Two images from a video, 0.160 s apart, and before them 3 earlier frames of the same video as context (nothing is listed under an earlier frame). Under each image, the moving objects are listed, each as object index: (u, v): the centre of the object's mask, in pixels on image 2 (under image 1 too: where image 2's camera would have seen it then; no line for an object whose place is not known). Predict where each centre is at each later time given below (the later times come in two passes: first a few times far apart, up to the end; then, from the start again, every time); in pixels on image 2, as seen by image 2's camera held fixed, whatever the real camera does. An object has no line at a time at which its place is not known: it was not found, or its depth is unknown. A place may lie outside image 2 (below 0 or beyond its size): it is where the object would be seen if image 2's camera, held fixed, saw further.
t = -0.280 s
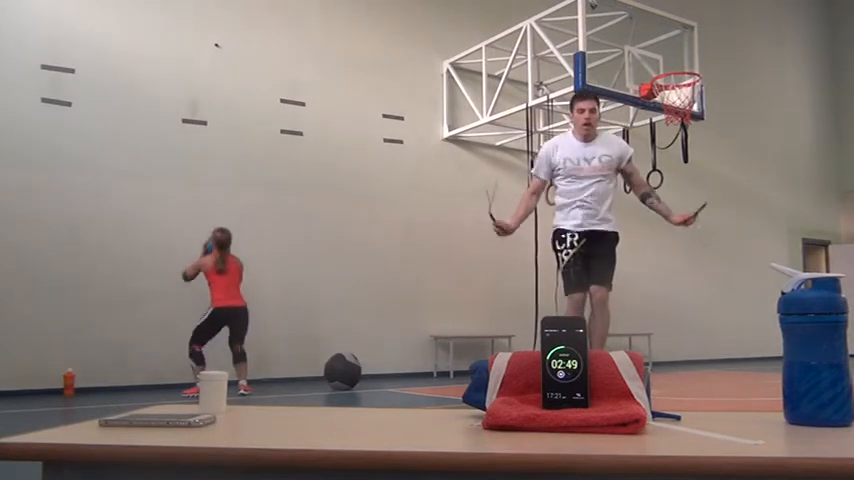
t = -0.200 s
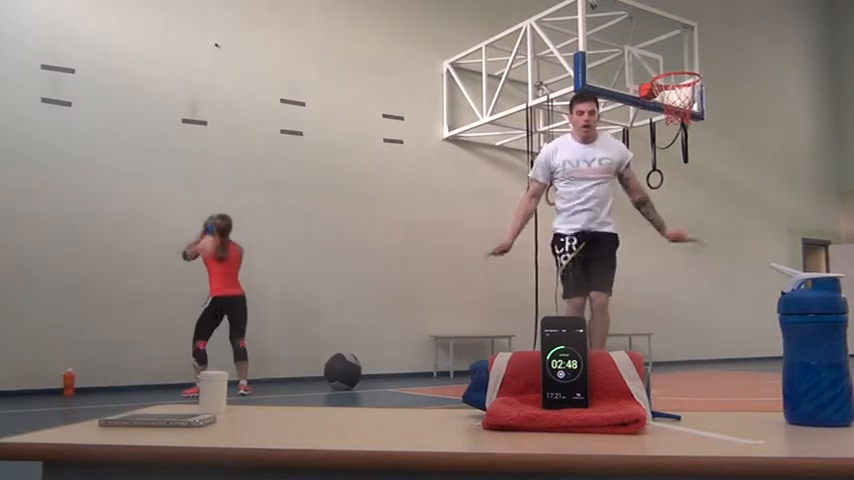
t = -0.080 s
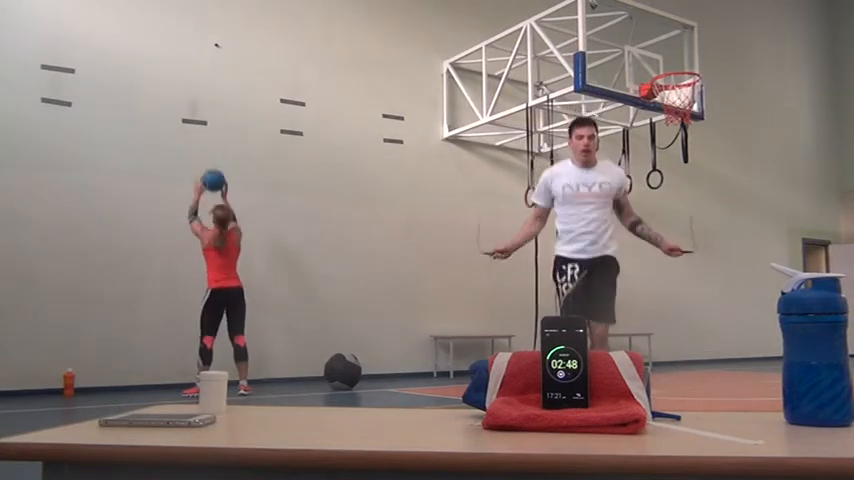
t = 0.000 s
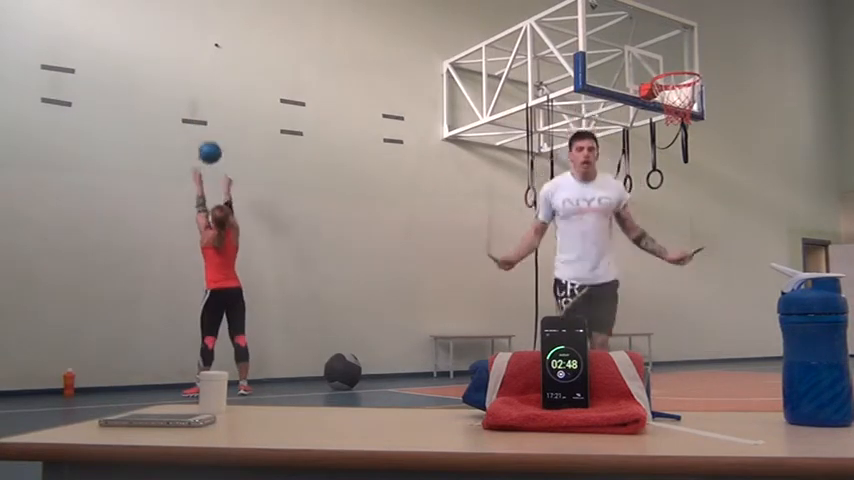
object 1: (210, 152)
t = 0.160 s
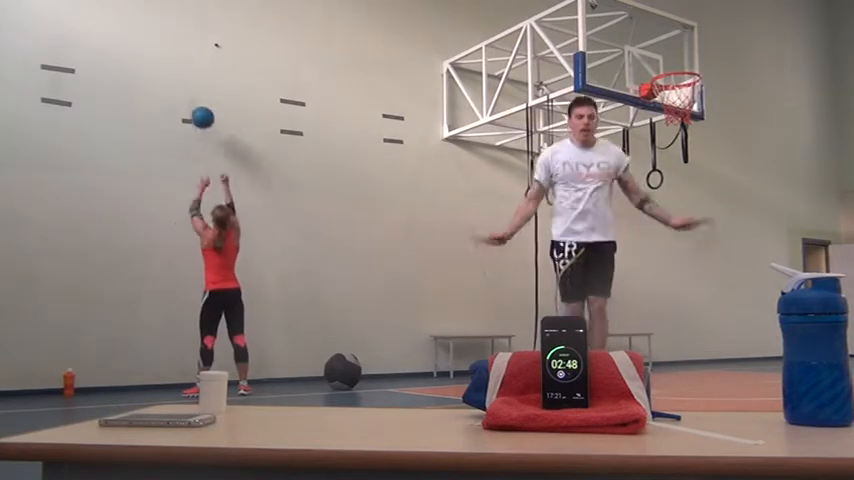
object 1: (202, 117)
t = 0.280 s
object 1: (197, 108)
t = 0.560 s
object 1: (202, 126)
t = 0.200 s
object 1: (200, 112)
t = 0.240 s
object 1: (199, 109)
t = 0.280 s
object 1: (197, 108)
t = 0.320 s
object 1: (195, 108)
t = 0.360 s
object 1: (196, 107)
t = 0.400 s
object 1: (197, 107)
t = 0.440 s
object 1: (199, 109)
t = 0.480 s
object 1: (200, 113)
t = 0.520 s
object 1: (201, 119)
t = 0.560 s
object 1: (202, 126)
